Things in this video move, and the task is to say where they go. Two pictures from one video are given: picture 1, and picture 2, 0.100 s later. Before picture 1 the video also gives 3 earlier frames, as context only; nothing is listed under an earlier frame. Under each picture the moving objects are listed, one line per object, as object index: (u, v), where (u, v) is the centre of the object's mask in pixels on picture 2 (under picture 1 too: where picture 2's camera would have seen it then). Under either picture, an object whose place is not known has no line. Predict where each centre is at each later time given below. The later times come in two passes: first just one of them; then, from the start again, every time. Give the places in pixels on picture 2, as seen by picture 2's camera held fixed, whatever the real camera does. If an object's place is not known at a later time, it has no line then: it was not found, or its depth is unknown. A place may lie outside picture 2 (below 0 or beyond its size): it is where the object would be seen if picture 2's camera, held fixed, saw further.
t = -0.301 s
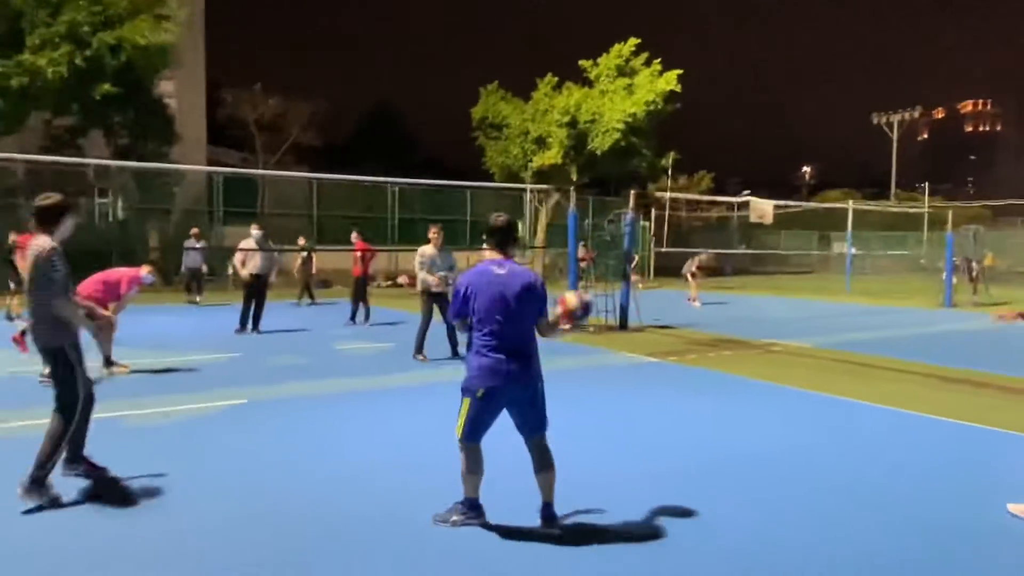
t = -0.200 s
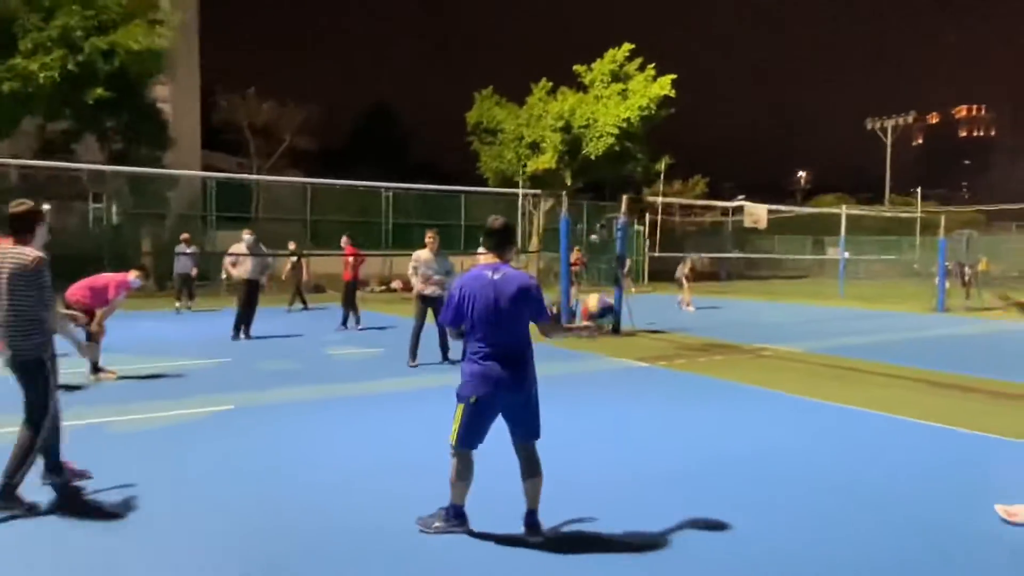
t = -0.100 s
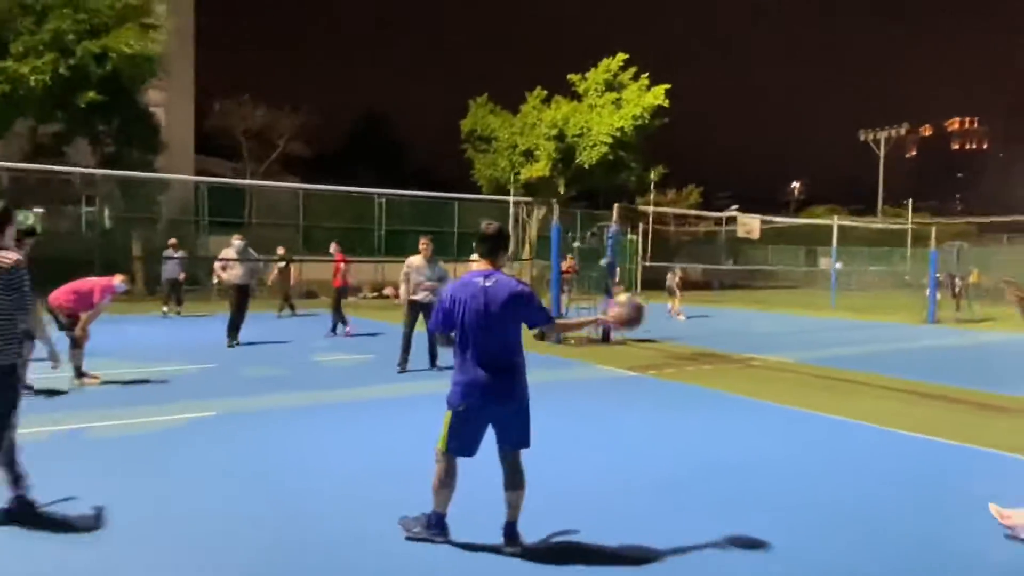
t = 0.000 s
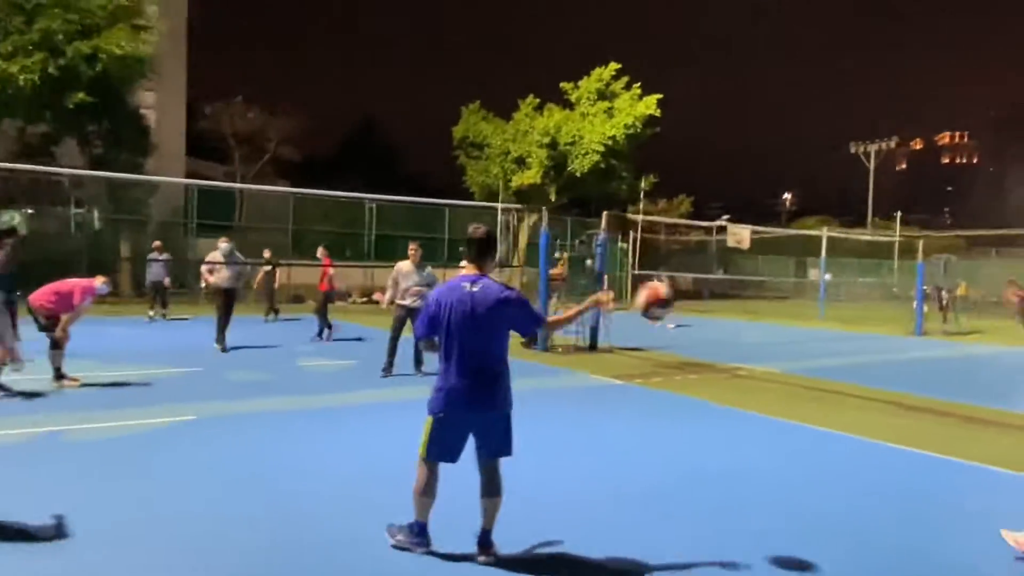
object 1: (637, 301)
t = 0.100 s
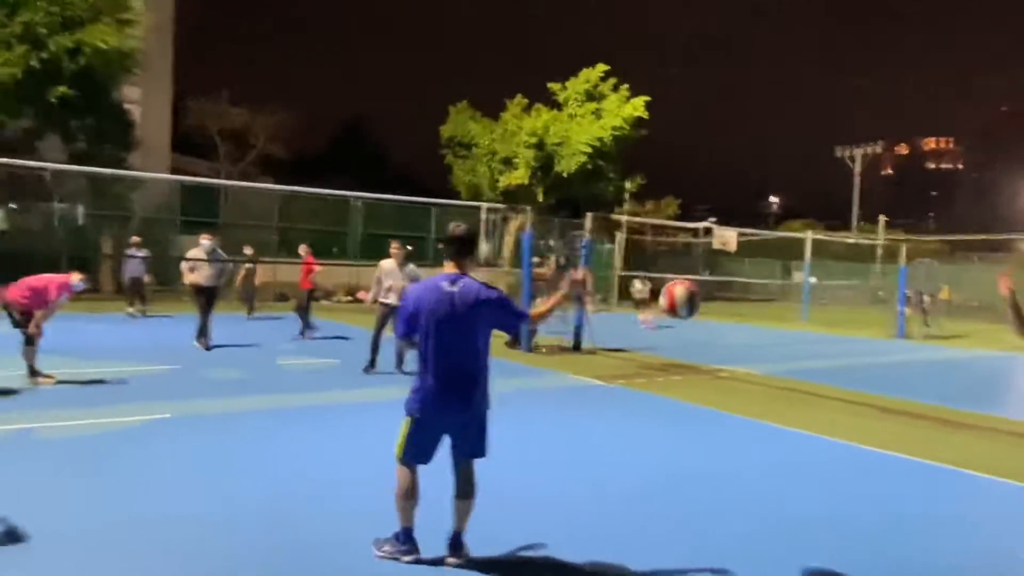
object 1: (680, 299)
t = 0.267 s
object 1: (751, 340)
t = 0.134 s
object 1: (693, 302)
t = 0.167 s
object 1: (709, 306)
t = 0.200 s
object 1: (723, 315)
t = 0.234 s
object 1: (737, 327)
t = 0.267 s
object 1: (751, 340)
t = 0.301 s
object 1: (764, 355)
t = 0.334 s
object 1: (780, 371)
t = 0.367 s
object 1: (794, 390)
